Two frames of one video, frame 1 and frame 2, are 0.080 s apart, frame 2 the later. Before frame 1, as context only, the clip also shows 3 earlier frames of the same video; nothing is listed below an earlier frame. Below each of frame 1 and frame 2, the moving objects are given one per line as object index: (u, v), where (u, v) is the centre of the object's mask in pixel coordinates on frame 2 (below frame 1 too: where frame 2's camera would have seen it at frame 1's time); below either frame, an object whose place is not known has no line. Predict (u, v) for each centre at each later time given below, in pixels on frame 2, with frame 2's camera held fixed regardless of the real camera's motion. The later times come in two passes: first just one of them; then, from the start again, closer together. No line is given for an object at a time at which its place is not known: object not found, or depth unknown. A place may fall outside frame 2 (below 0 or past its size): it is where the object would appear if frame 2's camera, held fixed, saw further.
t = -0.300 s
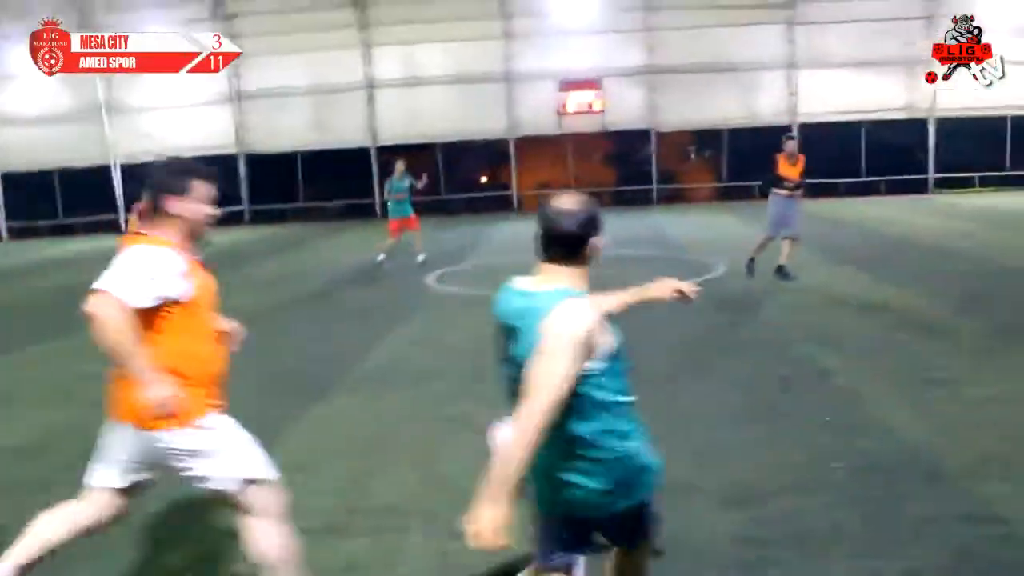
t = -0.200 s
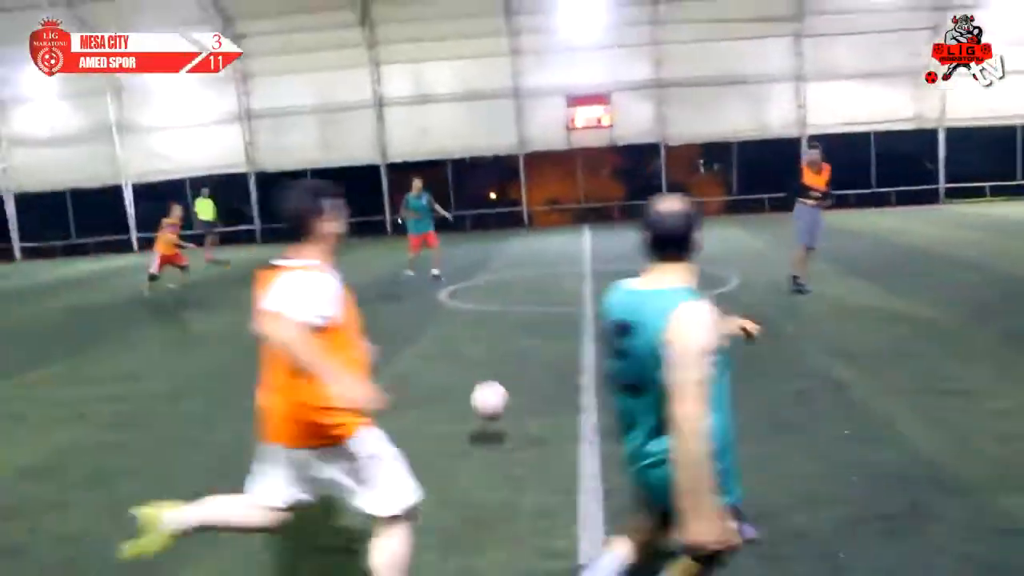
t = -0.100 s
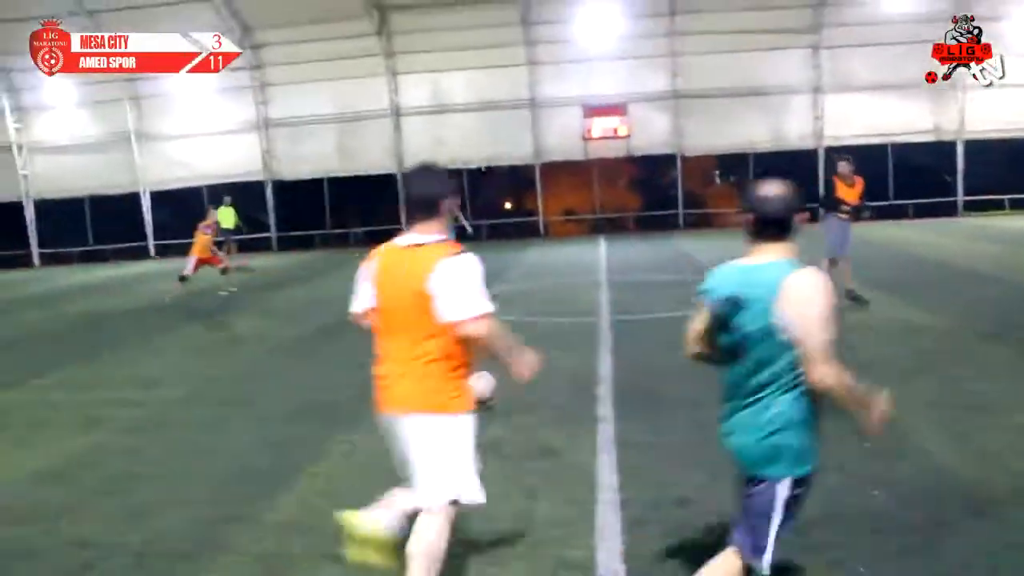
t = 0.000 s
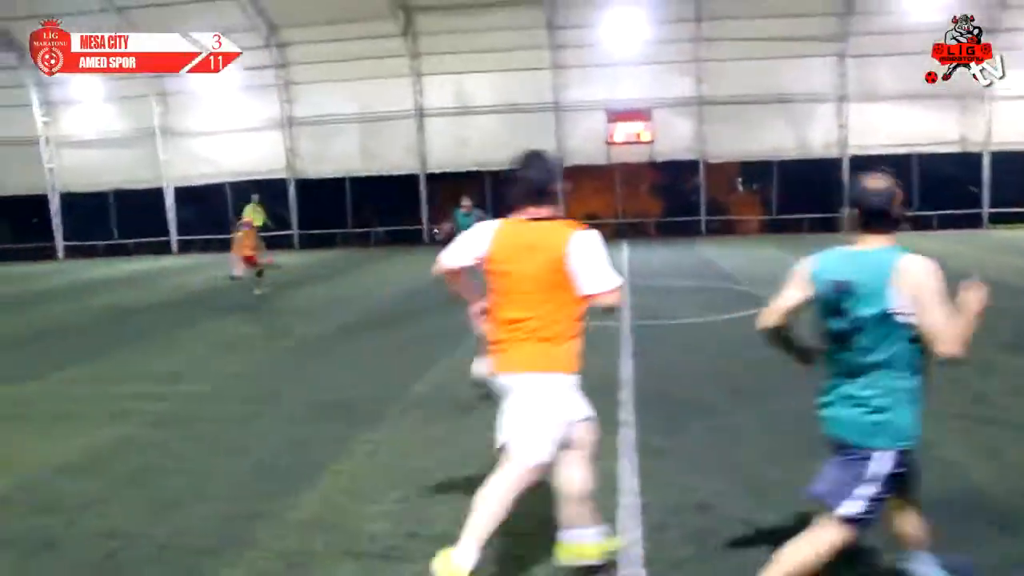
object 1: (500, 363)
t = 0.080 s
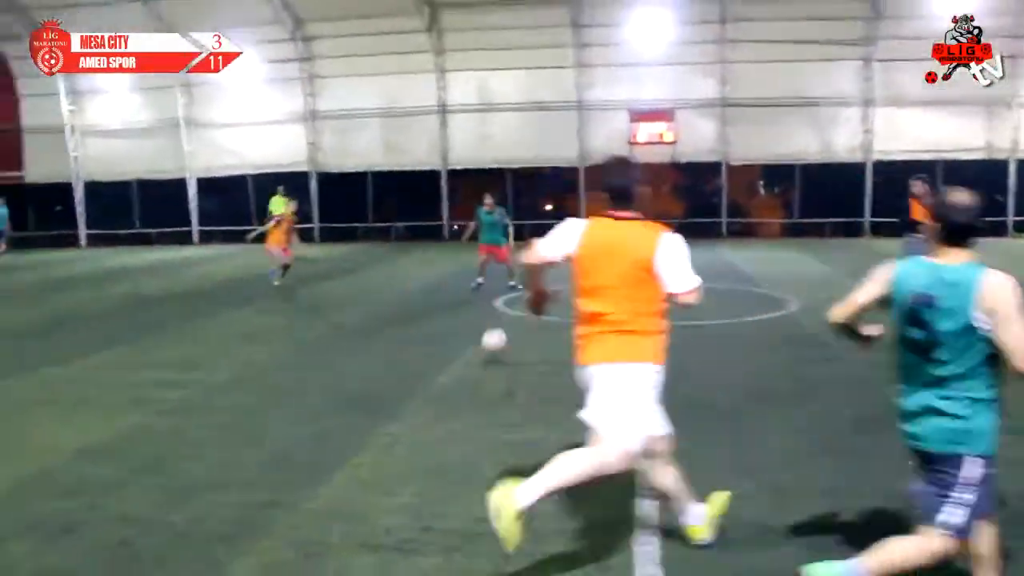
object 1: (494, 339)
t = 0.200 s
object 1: (484, 323)
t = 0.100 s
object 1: (492, 335)
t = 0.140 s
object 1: (489, 329)
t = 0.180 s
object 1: (486, 324)
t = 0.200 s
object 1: (484, 323)
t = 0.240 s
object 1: (481, 321)
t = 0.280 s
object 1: (479, 322)
